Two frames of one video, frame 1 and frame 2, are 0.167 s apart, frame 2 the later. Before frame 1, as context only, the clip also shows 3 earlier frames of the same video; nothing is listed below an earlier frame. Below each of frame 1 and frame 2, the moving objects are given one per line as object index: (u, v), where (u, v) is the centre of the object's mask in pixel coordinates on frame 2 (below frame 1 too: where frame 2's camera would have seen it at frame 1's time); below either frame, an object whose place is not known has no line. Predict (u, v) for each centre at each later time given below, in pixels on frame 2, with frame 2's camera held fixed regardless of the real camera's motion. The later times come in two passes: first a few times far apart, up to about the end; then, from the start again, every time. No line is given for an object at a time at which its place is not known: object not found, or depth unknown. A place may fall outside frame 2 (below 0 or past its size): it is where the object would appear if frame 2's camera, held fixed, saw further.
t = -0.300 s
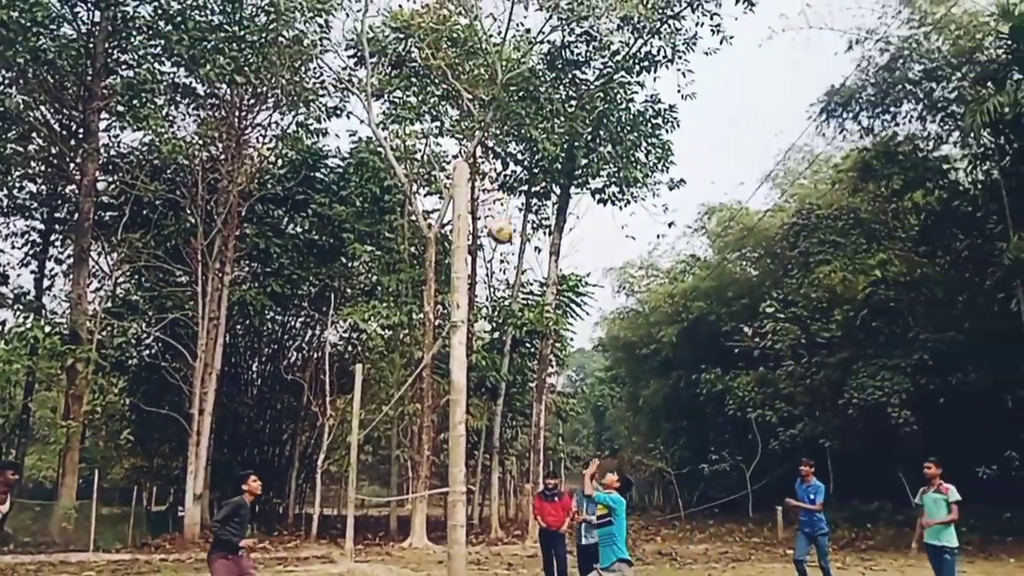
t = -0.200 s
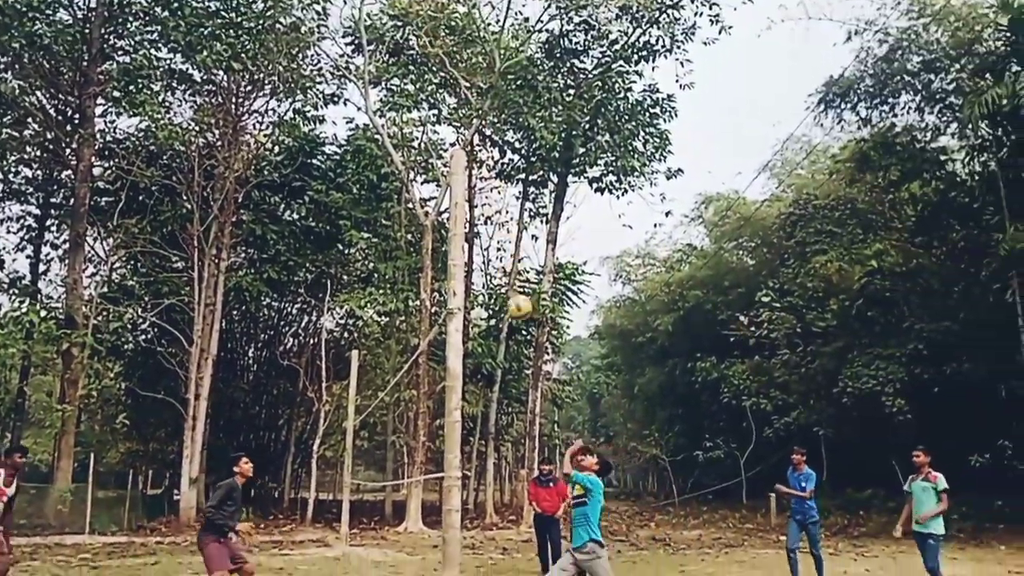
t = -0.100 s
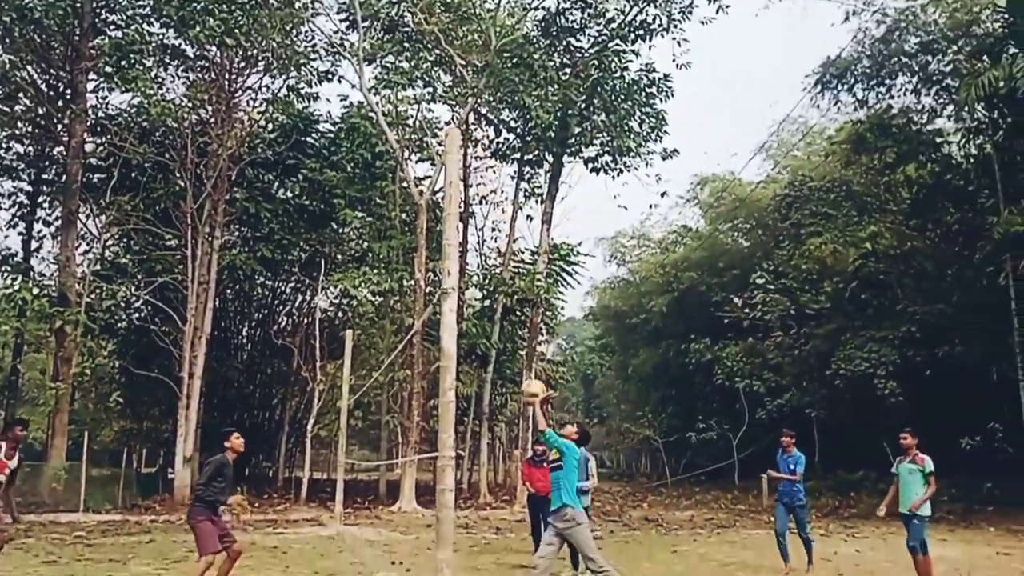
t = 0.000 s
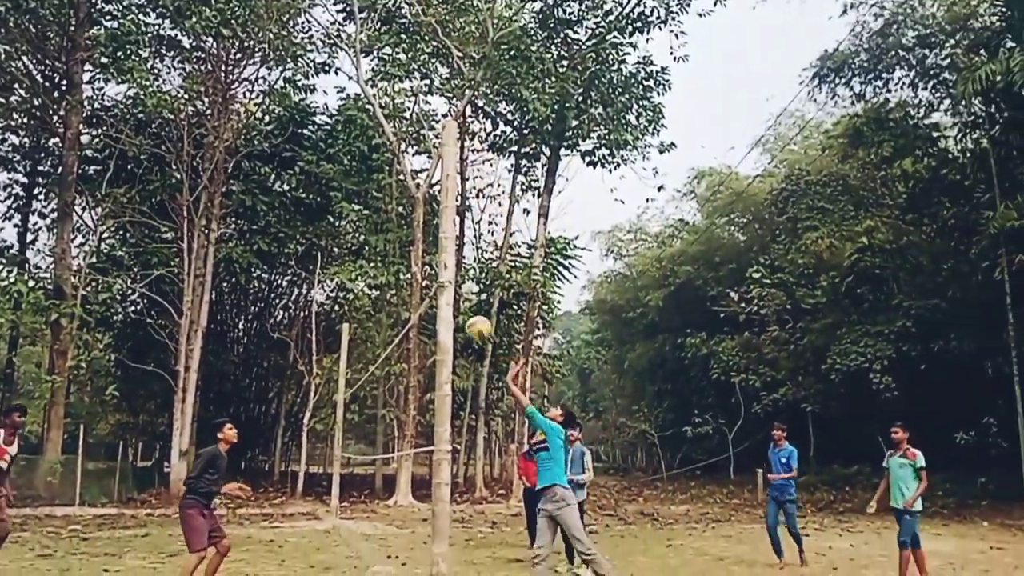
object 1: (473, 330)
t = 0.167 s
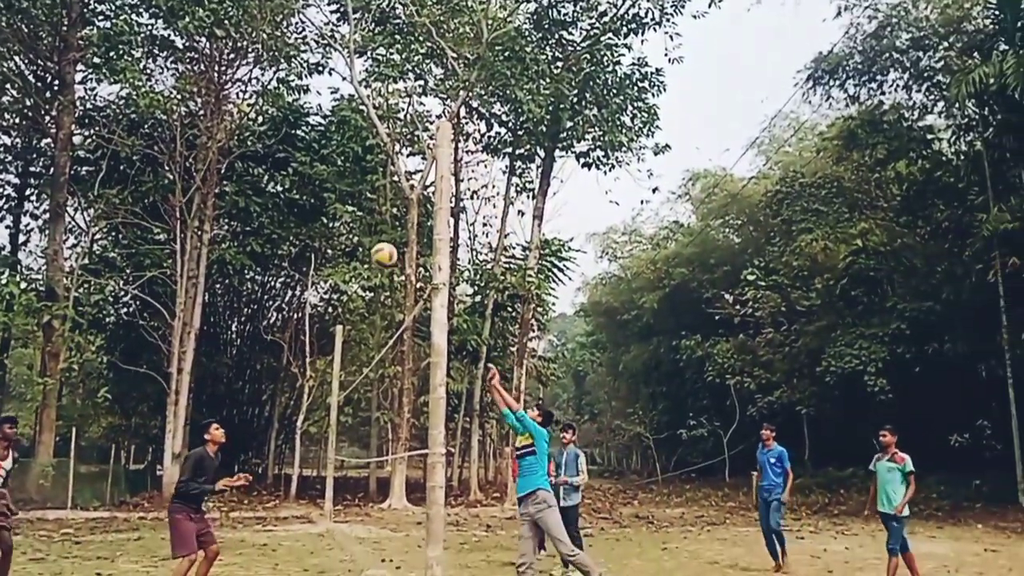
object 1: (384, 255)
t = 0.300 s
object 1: (310, 216)
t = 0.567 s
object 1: (157, 203)
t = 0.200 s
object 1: (367, 243)
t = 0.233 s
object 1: (348, 232)
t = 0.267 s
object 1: (330, 225)
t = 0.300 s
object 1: (310, 216)
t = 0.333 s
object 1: (292, 212)
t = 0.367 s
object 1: (273, 207)
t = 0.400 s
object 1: (254, 202)
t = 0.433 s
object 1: (236, 200)
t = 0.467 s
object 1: (216, 199)
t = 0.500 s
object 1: (197, 197)
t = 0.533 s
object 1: (176, 199)
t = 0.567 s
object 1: (157, 203)
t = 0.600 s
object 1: (135, 209)
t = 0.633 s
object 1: (116, 214)
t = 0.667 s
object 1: (97, 221)
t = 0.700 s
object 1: (76, 231)
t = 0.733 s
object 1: (54, 240)
